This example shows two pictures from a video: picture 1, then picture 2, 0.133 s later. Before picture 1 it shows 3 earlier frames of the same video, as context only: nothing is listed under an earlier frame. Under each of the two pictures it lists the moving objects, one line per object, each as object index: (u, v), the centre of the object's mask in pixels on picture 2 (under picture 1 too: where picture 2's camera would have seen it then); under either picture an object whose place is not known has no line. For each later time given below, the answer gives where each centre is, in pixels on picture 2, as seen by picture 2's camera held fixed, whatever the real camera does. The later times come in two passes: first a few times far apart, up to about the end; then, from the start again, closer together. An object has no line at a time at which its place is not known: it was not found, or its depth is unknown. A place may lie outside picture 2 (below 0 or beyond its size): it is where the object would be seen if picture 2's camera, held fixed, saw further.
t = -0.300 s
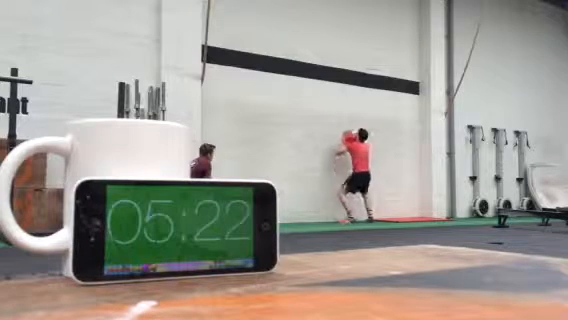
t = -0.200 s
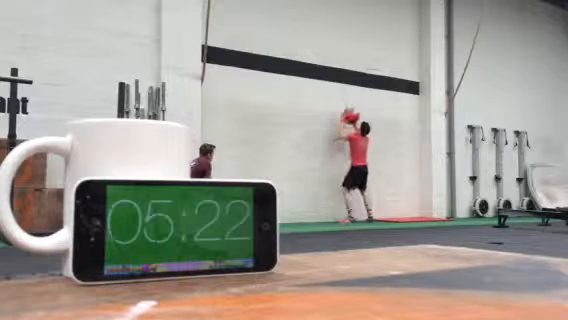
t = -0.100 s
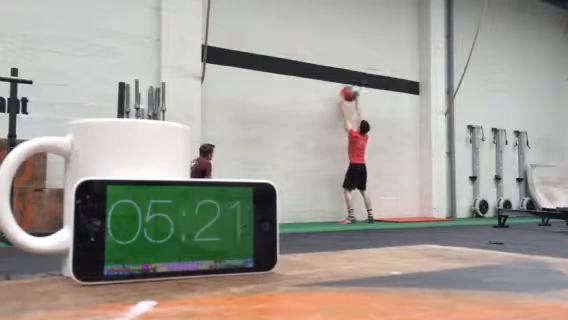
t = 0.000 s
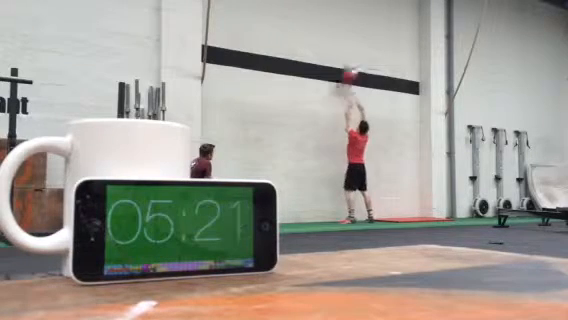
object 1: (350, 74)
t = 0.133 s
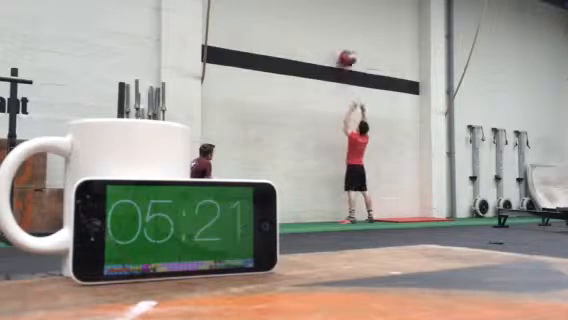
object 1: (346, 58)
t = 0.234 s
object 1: (345, 52)
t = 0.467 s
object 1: (346, 54)
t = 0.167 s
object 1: (346, 55)
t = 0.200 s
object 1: (346, 53)
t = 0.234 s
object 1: (345, 52)
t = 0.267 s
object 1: (345, 50)
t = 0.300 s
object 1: (345, 50)
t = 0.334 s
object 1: (345, 50)
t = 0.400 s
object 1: (345, 51)
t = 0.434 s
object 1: (345, 53)
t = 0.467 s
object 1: (346, 54)
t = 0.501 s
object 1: (346, 56)
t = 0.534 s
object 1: (346, 59)
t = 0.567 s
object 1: (347, 62)
